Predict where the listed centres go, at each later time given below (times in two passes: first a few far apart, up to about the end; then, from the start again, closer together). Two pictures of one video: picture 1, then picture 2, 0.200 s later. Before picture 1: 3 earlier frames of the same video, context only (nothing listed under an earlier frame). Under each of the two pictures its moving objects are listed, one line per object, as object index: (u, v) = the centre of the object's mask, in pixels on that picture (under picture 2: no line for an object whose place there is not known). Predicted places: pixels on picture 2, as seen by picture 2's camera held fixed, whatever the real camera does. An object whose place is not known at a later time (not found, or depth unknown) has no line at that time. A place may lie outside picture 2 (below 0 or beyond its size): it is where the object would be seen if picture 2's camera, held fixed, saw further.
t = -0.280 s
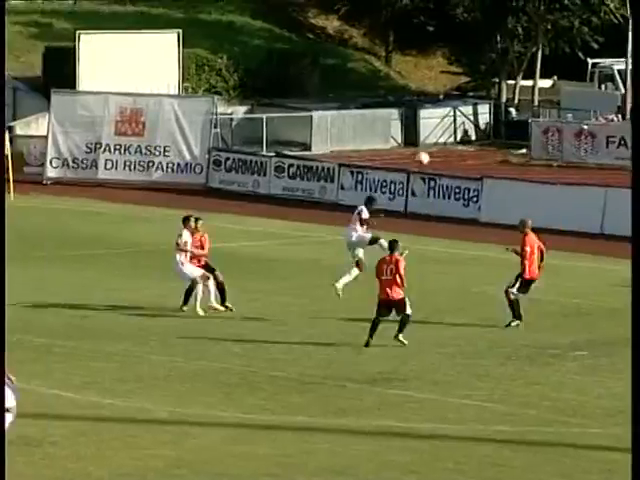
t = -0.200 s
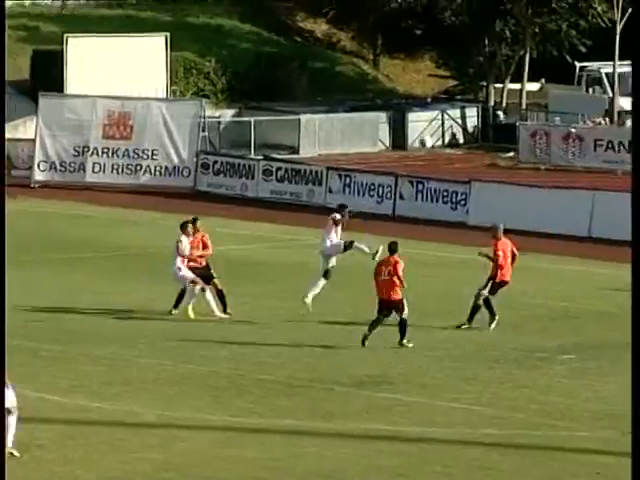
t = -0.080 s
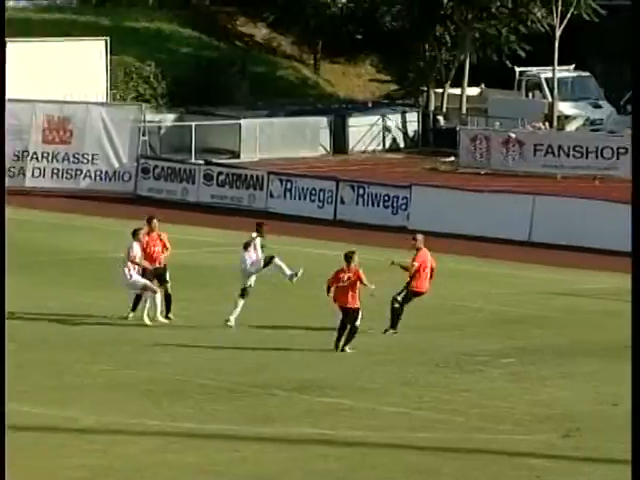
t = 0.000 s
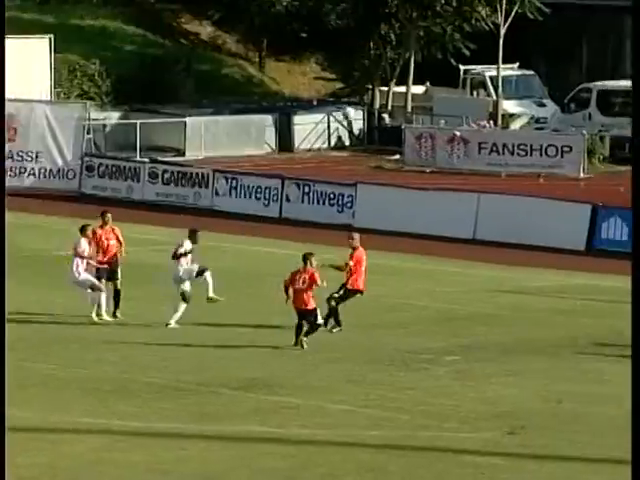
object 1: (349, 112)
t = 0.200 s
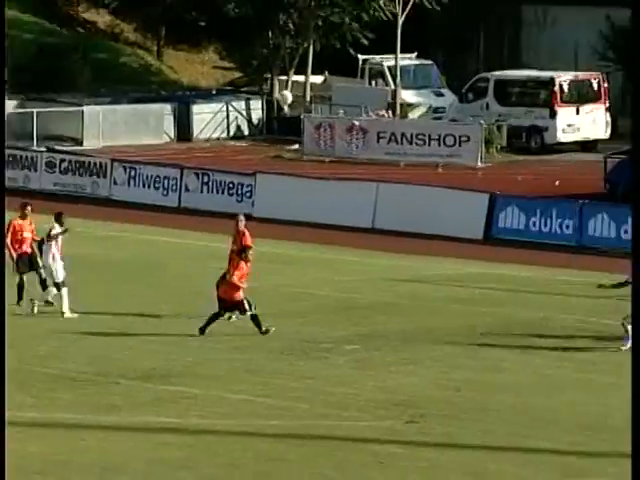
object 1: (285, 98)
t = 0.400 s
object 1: (324, 117)
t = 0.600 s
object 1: (357, 165)
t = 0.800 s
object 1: (393, 238)
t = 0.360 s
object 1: (316, 111)
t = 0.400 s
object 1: (324, 117)
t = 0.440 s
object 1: (330, 125)
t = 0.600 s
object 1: (357, 165)
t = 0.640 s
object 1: (364, 177)
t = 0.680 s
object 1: (373, 190)
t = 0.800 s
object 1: (393, 238)
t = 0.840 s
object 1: (401, 256)
